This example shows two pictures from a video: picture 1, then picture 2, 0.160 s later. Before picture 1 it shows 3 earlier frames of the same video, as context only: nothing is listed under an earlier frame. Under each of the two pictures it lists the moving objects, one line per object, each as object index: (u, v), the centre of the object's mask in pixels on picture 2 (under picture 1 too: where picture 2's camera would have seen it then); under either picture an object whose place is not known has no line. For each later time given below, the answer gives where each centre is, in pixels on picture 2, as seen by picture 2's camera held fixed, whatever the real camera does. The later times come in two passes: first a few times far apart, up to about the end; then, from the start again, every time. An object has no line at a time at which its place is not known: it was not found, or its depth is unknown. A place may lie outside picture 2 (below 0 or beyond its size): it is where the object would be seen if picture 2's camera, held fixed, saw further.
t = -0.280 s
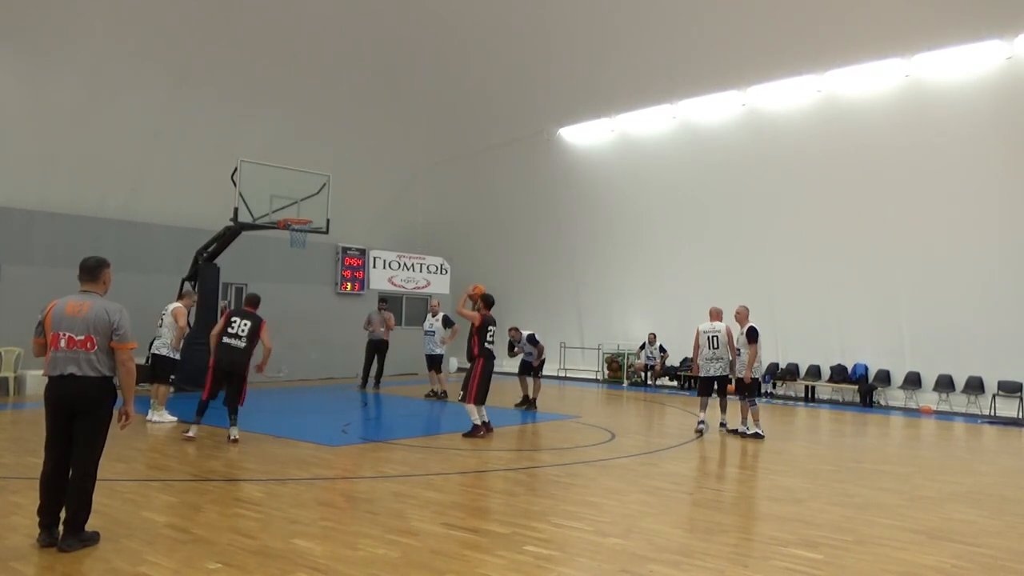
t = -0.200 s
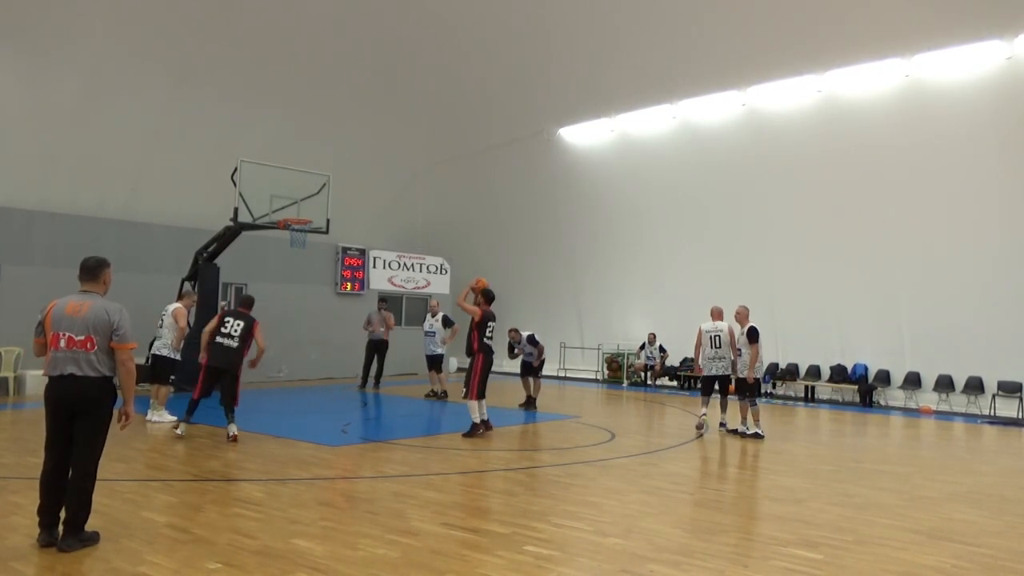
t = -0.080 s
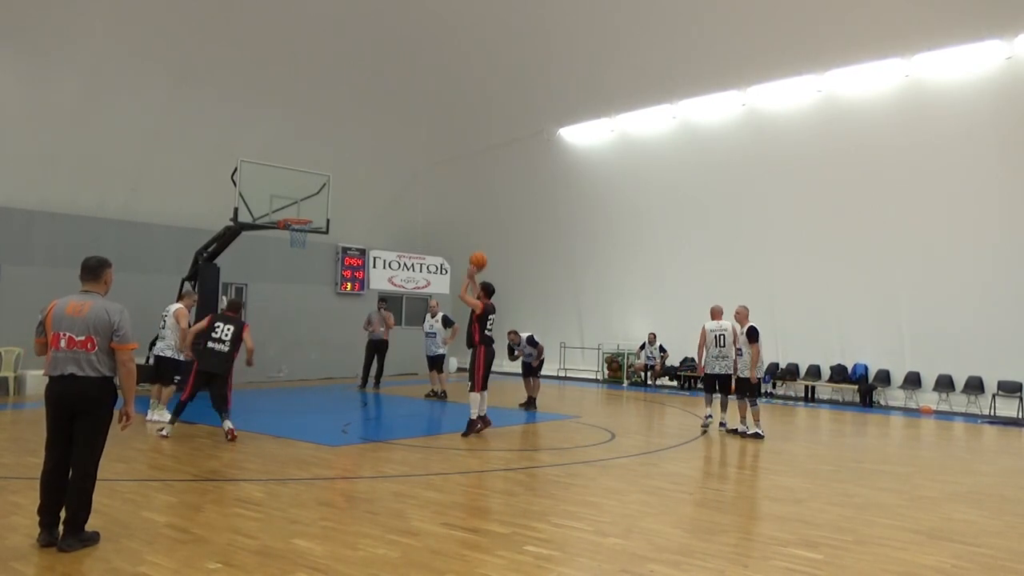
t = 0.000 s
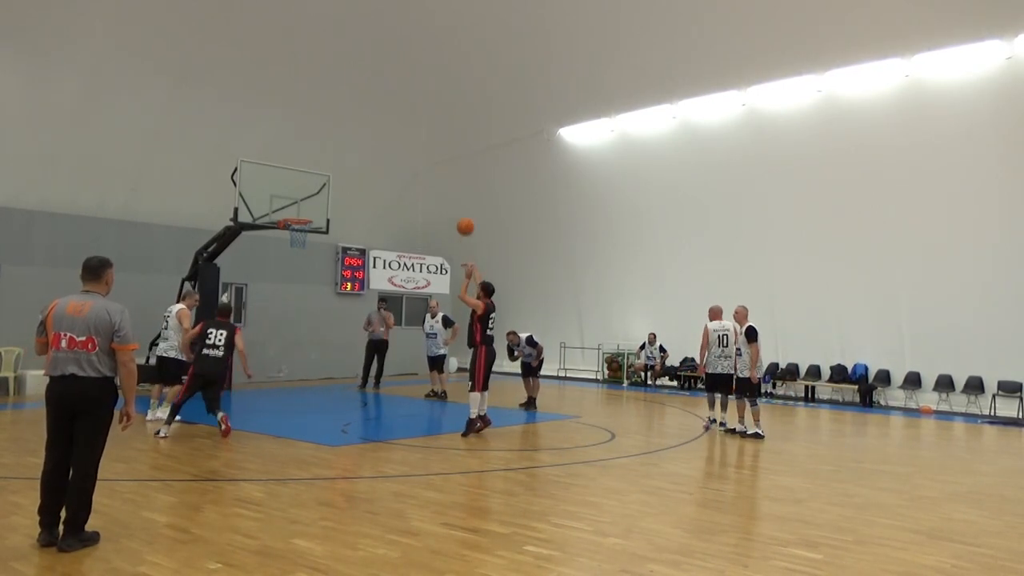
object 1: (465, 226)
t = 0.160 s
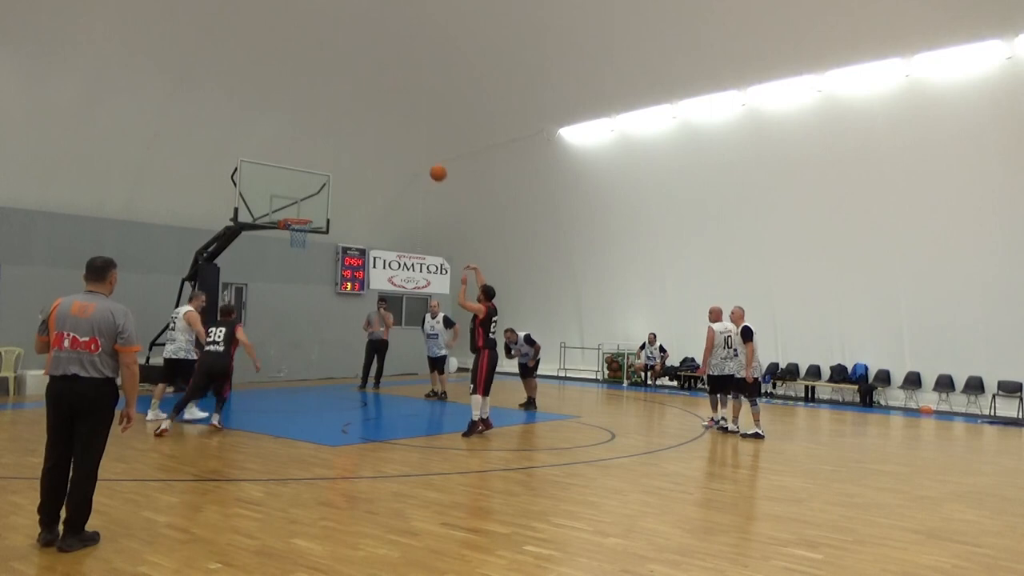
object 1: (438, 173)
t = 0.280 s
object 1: (418, 146)
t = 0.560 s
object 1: (375, 123)
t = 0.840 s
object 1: (335, 150)
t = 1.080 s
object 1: (301, 208)
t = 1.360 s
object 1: (310, 211)
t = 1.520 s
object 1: (317, 214)
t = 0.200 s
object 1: (431, 162)
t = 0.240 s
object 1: (425, 153)
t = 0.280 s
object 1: (418, 146)
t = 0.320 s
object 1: (412, 139)
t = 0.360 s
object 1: (406, 134)
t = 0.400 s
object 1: (400, 130)
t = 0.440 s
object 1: (393, 127)
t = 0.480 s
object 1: (387, 125)
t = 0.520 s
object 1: (381, 123)
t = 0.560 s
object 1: (375, 123)
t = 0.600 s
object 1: (369, 125)
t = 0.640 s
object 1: (363, 127)
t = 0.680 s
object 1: (358, 129)
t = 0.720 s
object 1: (352, 133)
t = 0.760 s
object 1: (346, 138)
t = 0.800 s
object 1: (340, 144)
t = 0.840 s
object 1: (335, 150)
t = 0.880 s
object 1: (330, 158)
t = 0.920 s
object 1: (324, 166)
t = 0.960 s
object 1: (318, 175)
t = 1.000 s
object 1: (313, 185)
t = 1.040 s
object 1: (307, 196)
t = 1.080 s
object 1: (301, 208)
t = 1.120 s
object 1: (298, 213)
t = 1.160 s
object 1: (295, 214)
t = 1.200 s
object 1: (294, 214)
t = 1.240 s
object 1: (299, 214)
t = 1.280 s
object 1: (304, 213)
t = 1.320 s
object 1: (308, 213)
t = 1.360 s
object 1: (310, 211)
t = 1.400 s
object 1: (312, 211)
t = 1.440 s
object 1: (313, 211)
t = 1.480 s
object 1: (315, 211)
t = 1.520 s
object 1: (317, 214)
